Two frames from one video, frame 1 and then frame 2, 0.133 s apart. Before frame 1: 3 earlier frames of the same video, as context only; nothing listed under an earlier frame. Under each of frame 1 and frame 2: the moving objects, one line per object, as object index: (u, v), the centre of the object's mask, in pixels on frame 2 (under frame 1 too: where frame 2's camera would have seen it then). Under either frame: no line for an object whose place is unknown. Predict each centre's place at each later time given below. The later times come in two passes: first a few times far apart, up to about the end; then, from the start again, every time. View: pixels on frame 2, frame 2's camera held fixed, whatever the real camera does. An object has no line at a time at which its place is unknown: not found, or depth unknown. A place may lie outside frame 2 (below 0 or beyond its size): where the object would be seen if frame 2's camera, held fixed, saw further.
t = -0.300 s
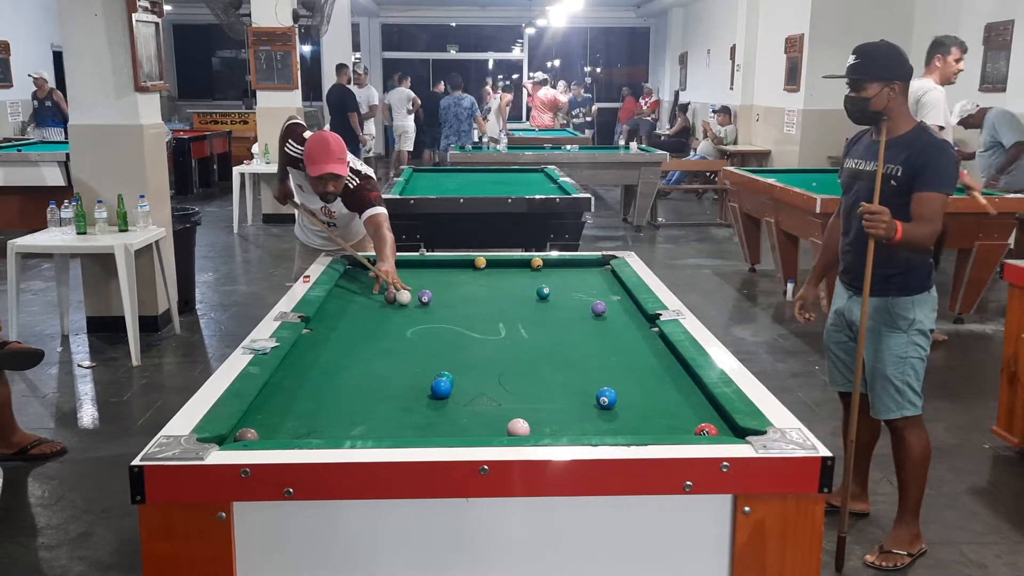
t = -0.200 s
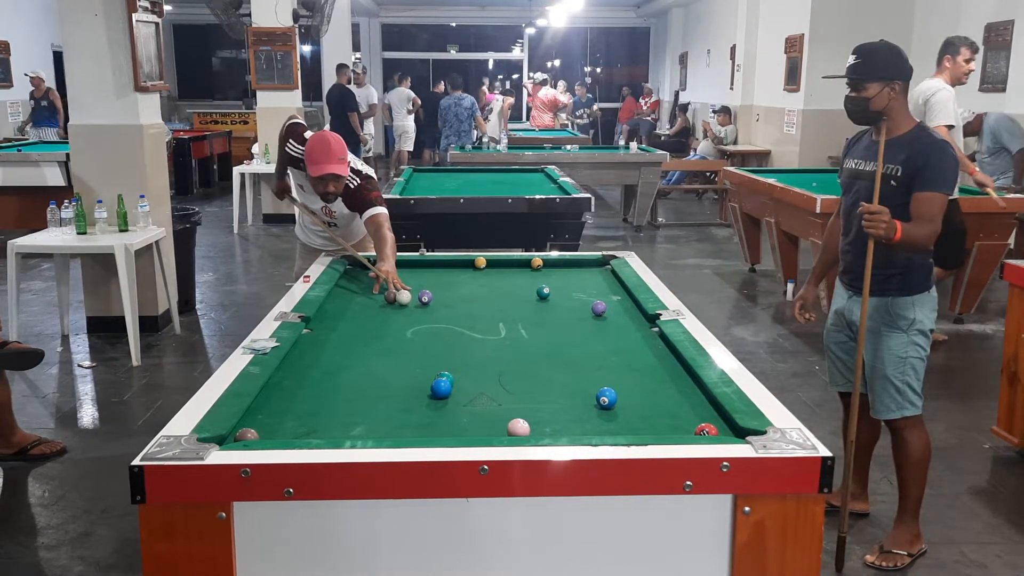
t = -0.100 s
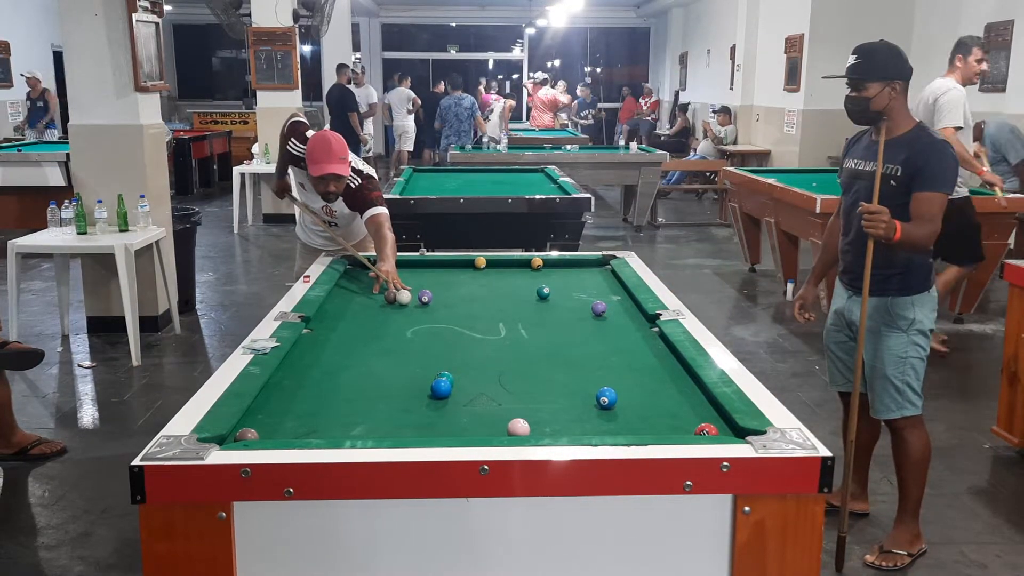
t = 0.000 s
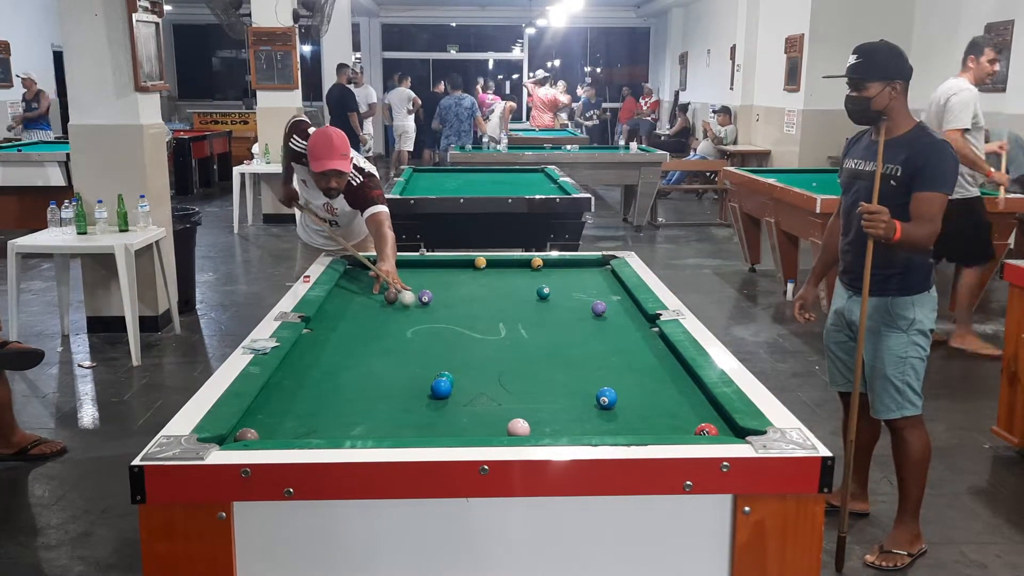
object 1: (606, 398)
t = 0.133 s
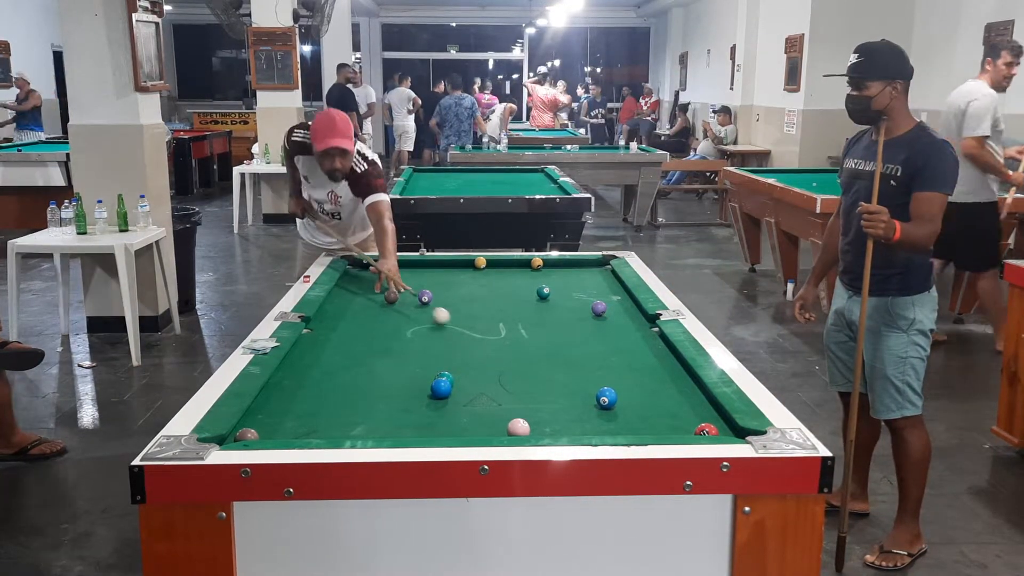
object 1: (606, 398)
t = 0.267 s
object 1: (606, 398)
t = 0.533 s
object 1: (606, 398)
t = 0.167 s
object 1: (606, 398)
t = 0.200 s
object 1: (606, 398)
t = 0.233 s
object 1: (606, 398)
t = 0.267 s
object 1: (606, 398)
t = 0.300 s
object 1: (606, 398)
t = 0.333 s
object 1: (606, 398)
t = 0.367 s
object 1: (606, 398)
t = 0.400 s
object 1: (606, 398)
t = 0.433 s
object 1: (606, 398)
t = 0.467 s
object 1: (606, 398)
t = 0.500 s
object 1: (606, 398)
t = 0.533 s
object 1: (606, 398)
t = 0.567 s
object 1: (620, 401)
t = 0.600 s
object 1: (642, 408)
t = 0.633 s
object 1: (664, 415)
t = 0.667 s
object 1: (685, 421)
